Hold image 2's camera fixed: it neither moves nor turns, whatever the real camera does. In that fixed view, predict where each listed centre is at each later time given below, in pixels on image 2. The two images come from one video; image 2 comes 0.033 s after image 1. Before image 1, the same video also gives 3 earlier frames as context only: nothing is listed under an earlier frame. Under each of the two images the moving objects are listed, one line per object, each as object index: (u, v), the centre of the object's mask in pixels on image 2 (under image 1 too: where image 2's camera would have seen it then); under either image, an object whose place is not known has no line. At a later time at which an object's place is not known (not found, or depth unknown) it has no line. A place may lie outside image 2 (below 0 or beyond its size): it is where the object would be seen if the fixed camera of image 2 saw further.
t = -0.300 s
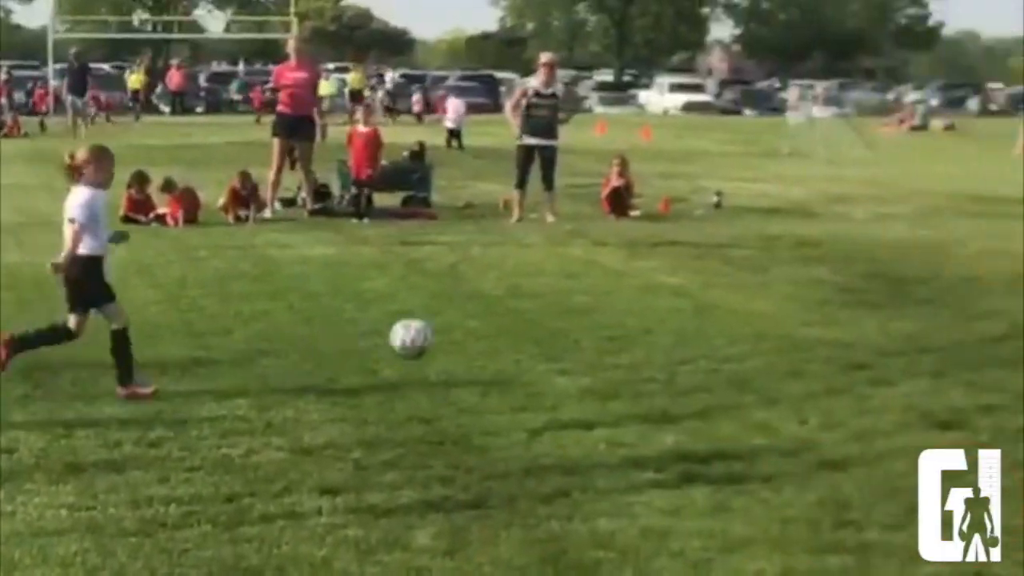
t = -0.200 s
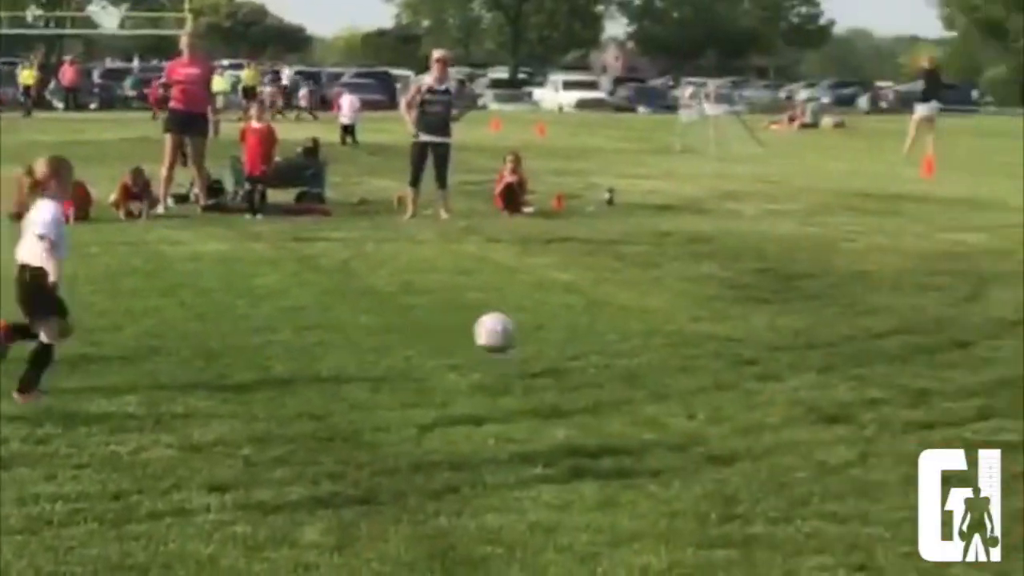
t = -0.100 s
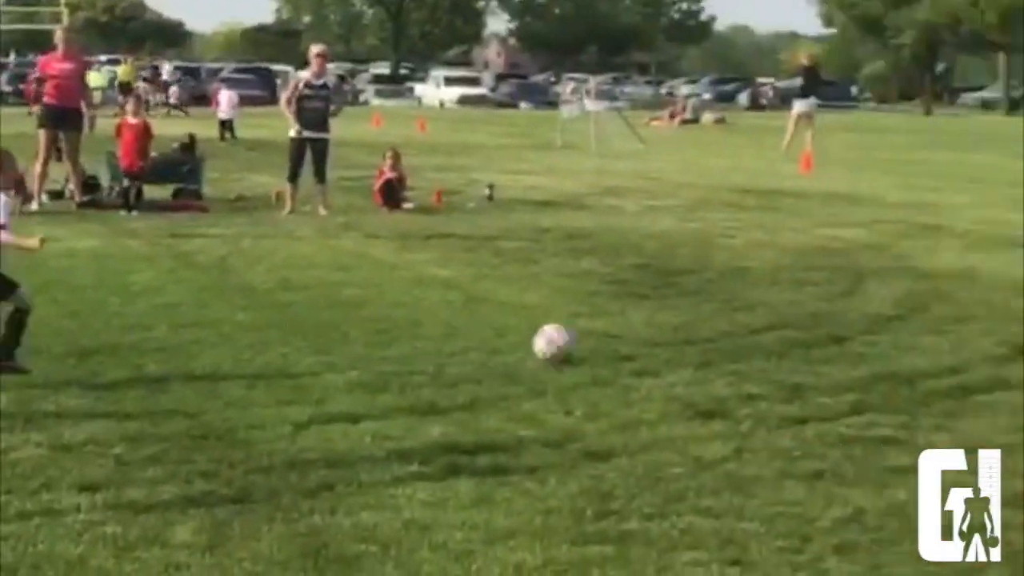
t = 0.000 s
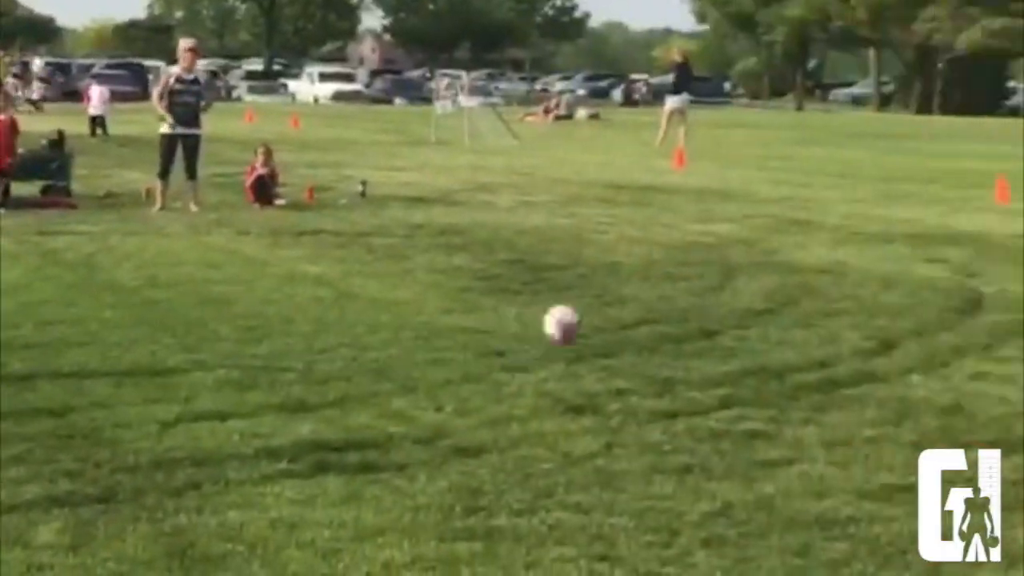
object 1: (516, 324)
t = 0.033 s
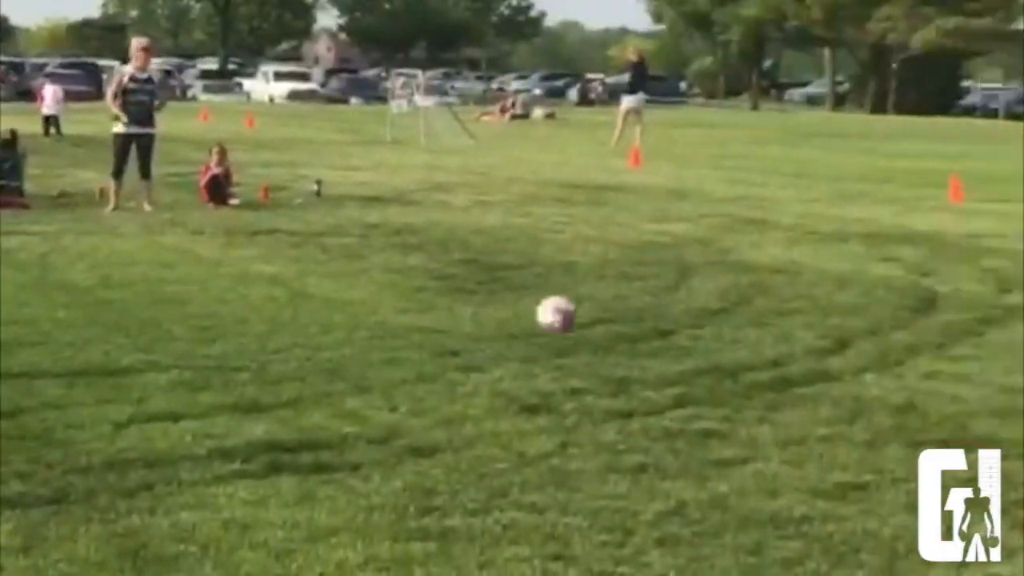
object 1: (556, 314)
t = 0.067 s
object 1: (593, 307)
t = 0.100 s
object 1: (630, 303)
